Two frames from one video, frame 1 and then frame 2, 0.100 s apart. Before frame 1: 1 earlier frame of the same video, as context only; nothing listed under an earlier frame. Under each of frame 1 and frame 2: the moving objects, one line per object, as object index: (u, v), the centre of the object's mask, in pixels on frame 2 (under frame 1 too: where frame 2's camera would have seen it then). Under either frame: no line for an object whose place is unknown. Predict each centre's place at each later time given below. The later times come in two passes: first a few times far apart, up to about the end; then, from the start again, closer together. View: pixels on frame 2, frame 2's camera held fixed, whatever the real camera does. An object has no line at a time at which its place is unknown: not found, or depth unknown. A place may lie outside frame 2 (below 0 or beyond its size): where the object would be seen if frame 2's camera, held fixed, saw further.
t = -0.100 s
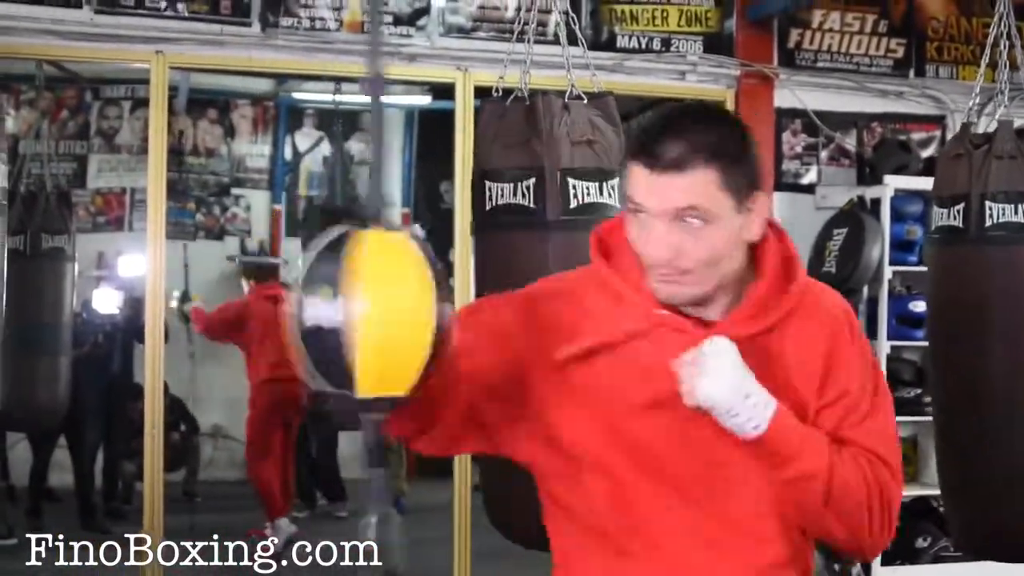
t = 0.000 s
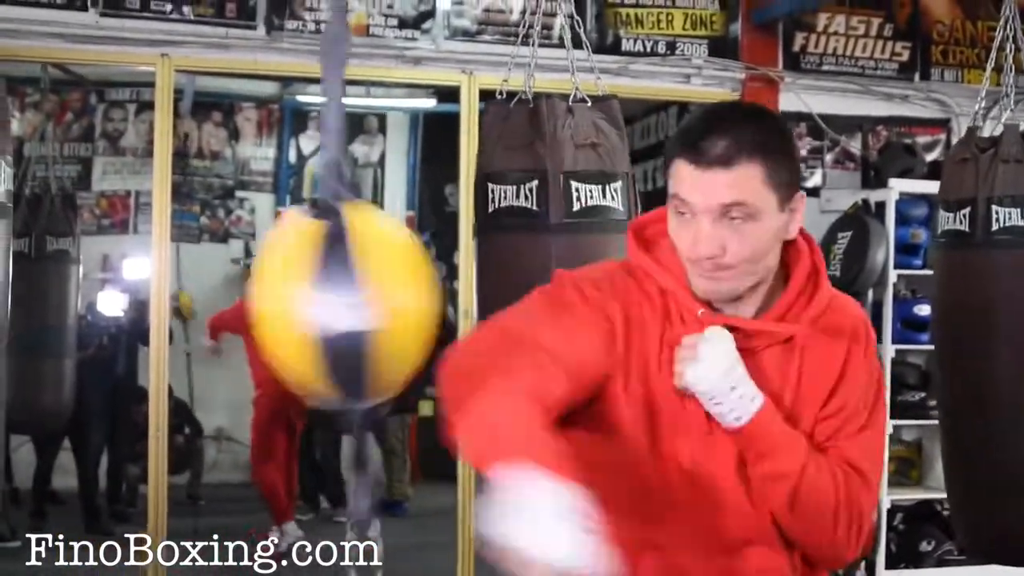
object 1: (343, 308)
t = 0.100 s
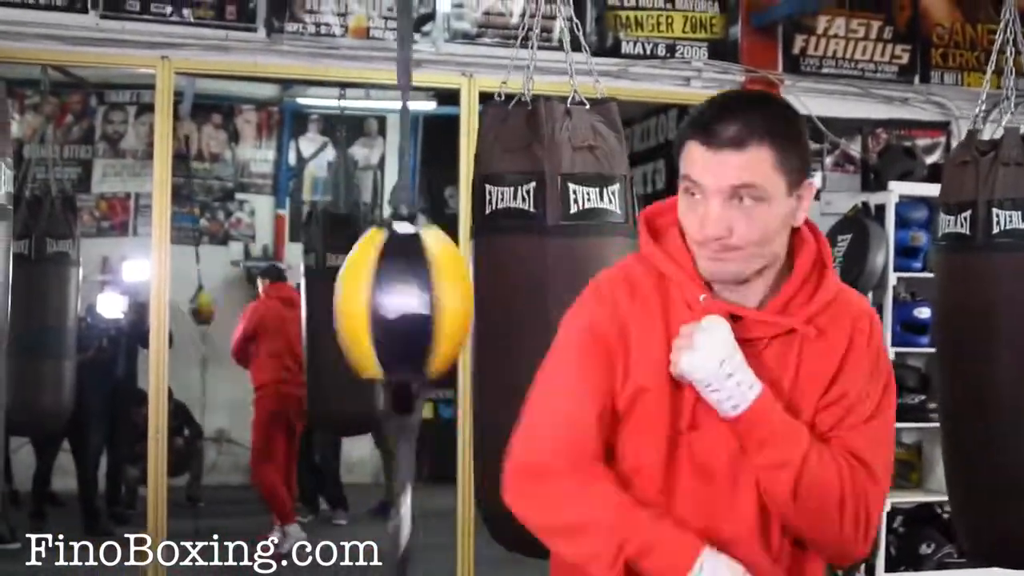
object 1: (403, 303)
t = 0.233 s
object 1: (353, 315)
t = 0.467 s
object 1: (366, 315)
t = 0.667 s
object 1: (361, 311)
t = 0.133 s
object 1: (386, 320)
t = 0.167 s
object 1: (363, 310)
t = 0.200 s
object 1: (344, 297)
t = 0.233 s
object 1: (353, 315)
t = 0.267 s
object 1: (372, 312)
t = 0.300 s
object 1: (392, 299)
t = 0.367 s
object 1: (384, 320)
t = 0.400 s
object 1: (368, 316)
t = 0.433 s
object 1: (361, 308)
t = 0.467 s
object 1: (366, 315)
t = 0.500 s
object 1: (387, 316)
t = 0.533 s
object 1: (390, 306)
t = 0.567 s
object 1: (391, 305)
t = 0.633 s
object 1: (369, 318)
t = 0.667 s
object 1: (361, 311)
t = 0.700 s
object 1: (365, 314)
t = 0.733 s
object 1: (381, 320)
